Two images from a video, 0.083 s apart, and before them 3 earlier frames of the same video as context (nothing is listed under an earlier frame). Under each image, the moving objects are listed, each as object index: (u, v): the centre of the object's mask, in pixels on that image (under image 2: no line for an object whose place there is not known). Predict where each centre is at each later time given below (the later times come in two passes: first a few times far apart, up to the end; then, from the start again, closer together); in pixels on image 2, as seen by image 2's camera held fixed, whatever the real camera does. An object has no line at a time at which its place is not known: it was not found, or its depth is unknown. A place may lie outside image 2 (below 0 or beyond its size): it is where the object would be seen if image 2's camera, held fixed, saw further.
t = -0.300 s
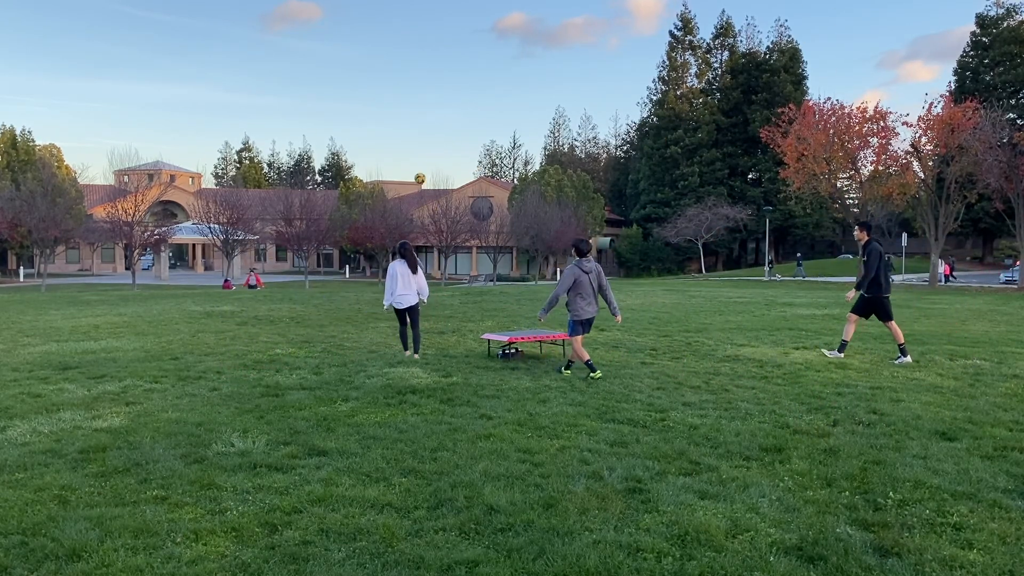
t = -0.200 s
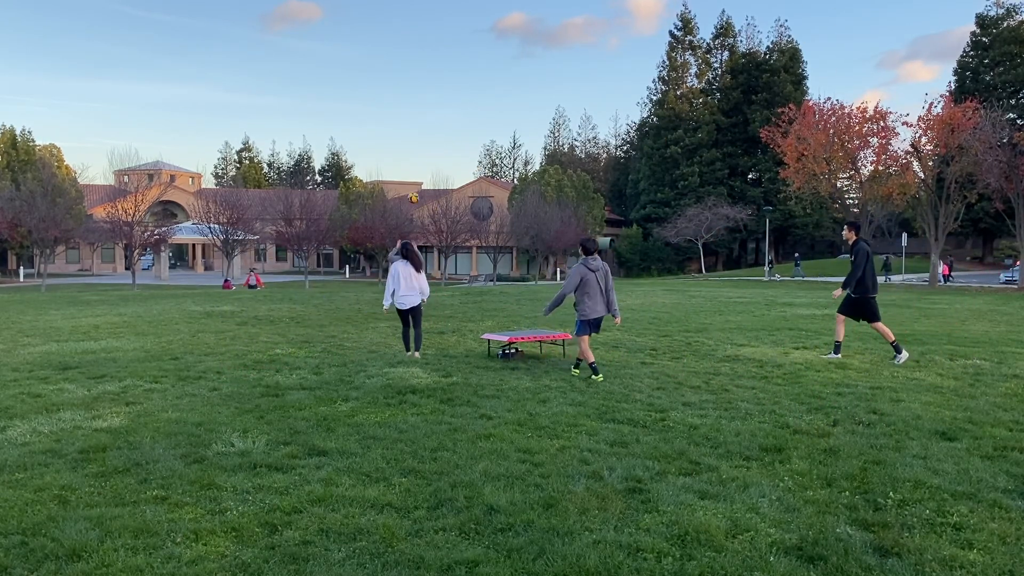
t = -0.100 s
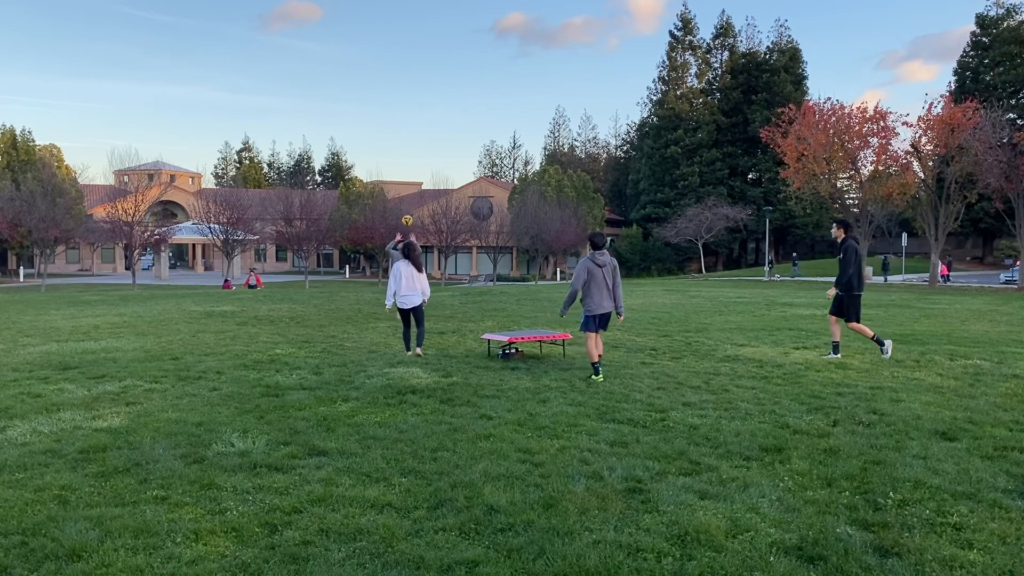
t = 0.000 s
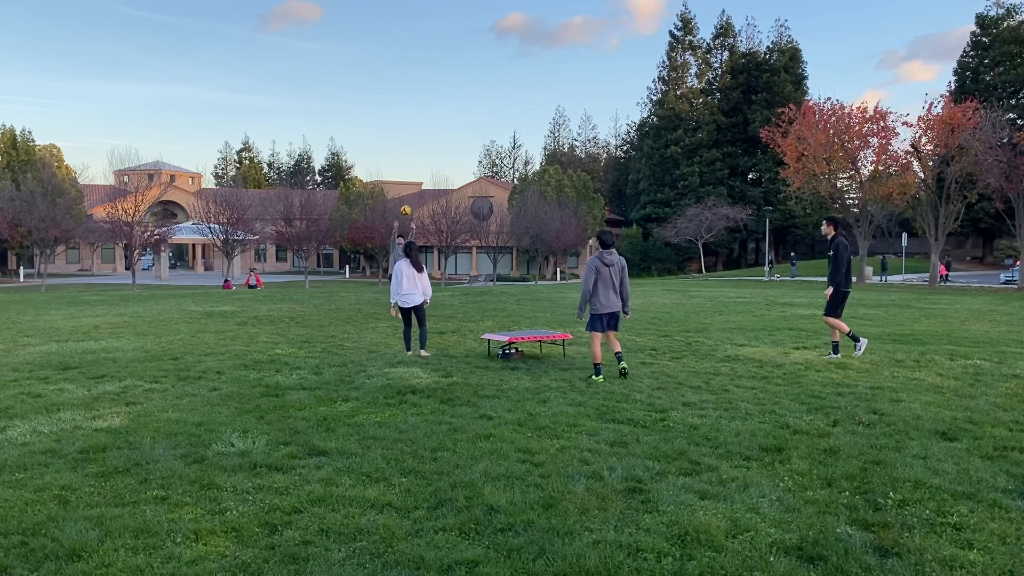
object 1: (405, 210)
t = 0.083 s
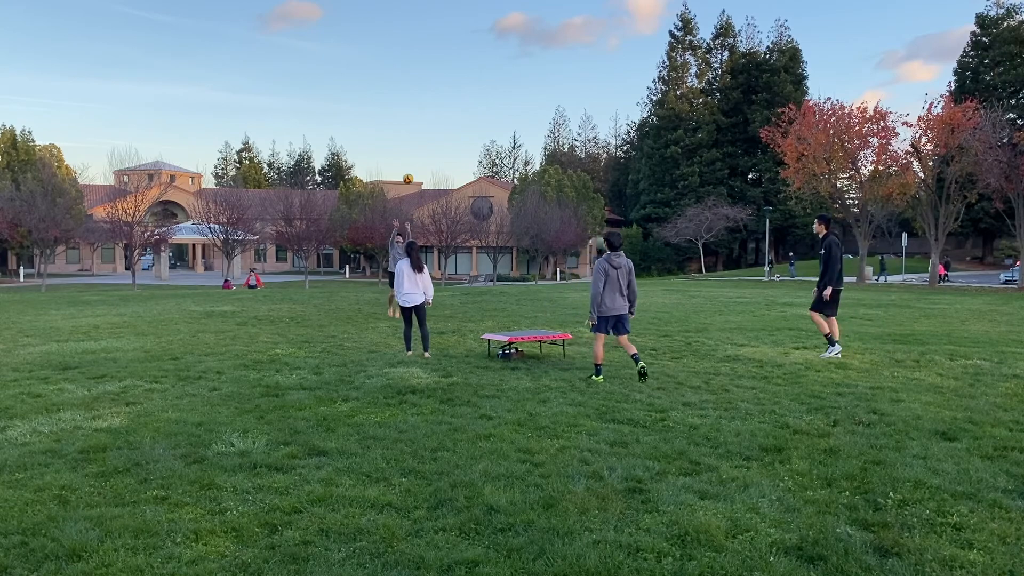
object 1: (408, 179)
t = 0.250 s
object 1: (412, 123)
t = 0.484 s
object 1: (419, 67)
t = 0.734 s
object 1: (426, 40)
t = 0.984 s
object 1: (434, 50)
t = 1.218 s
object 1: (443, 96)
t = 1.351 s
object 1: (448, 139)
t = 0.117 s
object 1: (409, 166)
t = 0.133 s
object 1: (409, 160)
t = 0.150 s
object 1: (409, 155)
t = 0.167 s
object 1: (410, 149)
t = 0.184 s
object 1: (410, 143)
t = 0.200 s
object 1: (411, 138)
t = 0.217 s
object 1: (411, 133)
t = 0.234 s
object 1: (412, 128)
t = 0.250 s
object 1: (412, 123)
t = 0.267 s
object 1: (412, 118)
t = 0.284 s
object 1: (413, 113)
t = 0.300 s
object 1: (414, 108)
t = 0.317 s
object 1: (414, 104)
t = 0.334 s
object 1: (414, 100)
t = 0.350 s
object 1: (415, 95)
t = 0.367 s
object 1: (416, 92)
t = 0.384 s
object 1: (416, 88)
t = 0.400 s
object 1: (416, 84)
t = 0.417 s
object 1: (417, 80)
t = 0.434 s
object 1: (417, 76)
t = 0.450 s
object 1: (418, 73)
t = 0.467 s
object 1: (418, 70)
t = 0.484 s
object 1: (419, 67)
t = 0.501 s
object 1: (419, 64)
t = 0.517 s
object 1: (420, 61)
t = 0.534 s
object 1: (420, 59)
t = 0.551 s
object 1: (421, 57)
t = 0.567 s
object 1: (421, 54)
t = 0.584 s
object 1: (422, 52)
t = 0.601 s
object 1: (422, 50)
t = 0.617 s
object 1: (422, 48)
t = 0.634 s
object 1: (423, 47)
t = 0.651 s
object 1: (423, 45)
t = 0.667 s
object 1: (424, 44)
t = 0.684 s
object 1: (424, 43)
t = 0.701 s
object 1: (425, 42)
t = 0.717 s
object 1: (426, 41)
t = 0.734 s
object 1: (426, 40)
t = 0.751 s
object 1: (427, 39)
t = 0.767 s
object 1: (427, 39)
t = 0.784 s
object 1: (428, 39)
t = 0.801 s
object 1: (428, 39)
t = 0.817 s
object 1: (428, 39)
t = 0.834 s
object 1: (429, 39)
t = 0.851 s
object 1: (429, 40)
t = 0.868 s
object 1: (430, 40)
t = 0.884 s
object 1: (431, 41)
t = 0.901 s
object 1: (431, 42)
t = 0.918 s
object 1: (432, 43)
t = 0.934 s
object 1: (432, 44)
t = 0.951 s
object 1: (433, 46)
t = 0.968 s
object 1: (433, 48)
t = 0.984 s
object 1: (434, 50)
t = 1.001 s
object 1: (435, 52)
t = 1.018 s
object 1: (435, 54)
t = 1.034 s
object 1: (436, 56)
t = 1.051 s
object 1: (436, 59)
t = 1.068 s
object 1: (437, 62)
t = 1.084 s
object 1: (438, 65)
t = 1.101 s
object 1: (438, 68)
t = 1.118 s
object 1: (439, 71)
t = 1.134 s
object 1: (439, 75)
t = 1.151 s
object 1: (440, 79)
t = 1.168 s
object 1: (441, 83)
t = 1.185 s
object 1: (441, 87)
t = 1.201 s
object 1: (442, 91)
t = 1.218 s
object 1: (443, 96)
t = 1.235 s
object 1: (443, 100)
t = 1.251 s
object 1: (444, 105)
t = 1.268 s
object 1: (445, 110)
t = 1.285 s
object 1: (445, 116)
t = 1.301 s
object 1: (446, 121)
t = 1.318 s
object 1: (447, 127)
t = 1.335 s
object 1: (447, 133)
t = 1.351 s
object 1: (448, 139)
